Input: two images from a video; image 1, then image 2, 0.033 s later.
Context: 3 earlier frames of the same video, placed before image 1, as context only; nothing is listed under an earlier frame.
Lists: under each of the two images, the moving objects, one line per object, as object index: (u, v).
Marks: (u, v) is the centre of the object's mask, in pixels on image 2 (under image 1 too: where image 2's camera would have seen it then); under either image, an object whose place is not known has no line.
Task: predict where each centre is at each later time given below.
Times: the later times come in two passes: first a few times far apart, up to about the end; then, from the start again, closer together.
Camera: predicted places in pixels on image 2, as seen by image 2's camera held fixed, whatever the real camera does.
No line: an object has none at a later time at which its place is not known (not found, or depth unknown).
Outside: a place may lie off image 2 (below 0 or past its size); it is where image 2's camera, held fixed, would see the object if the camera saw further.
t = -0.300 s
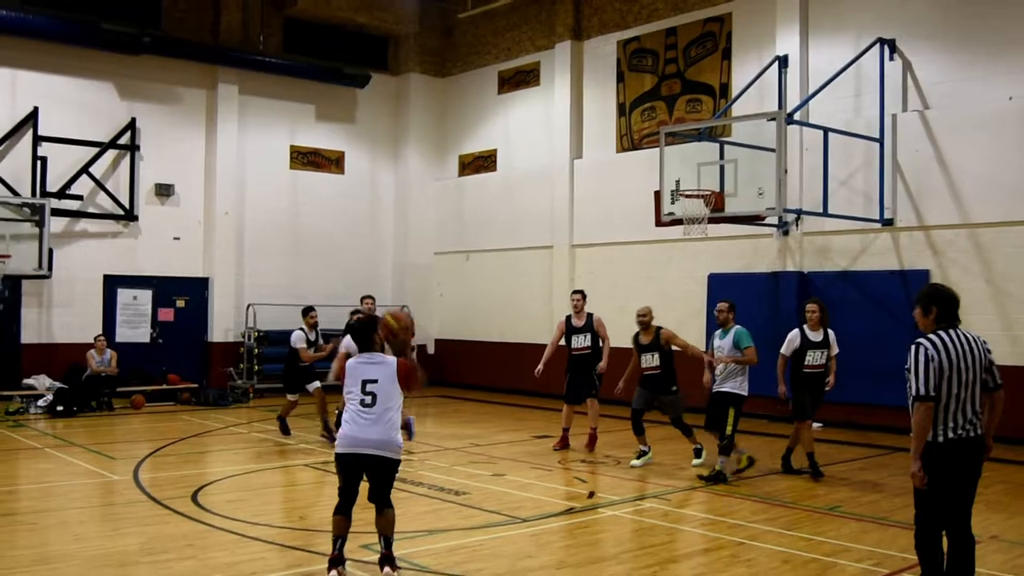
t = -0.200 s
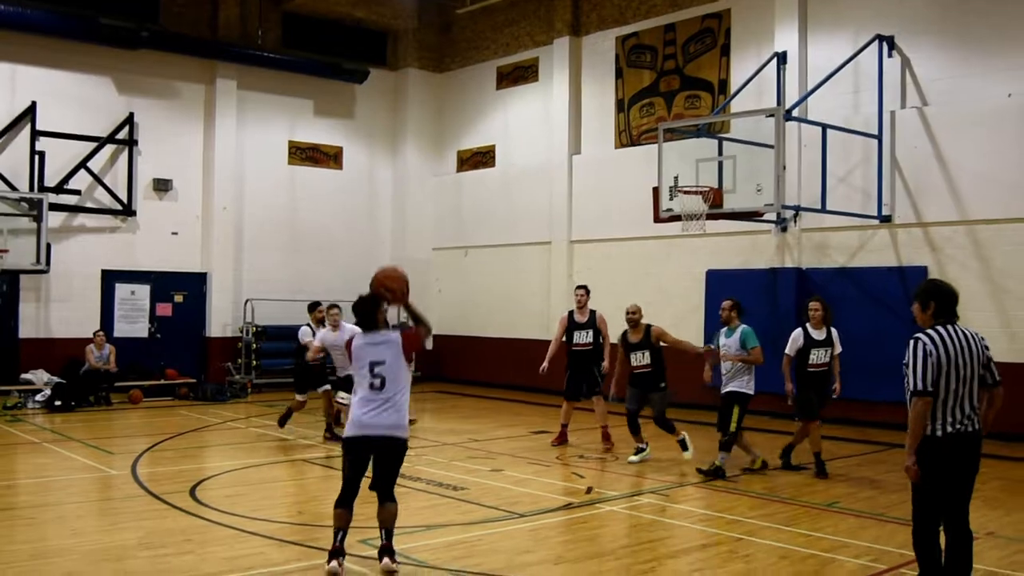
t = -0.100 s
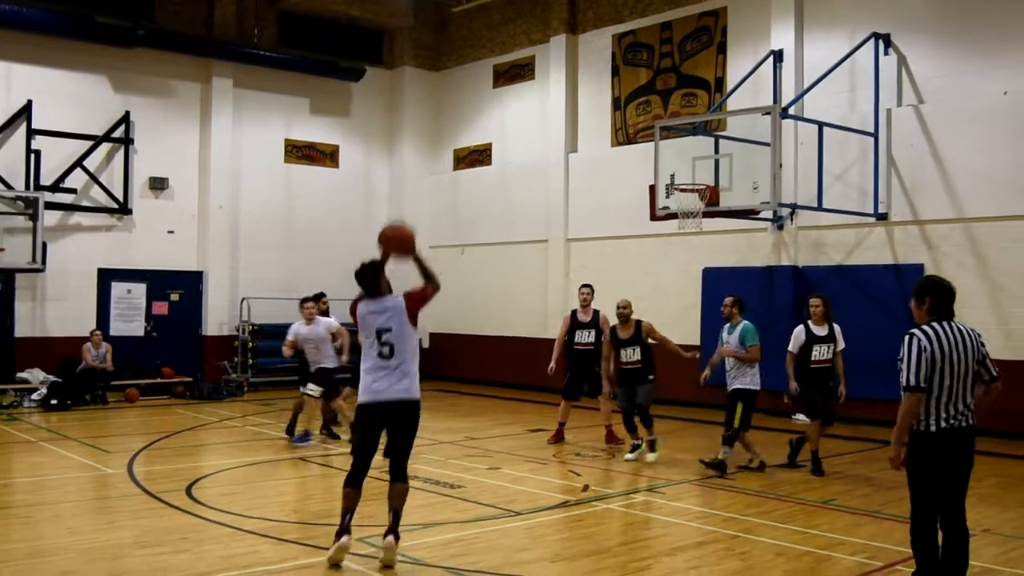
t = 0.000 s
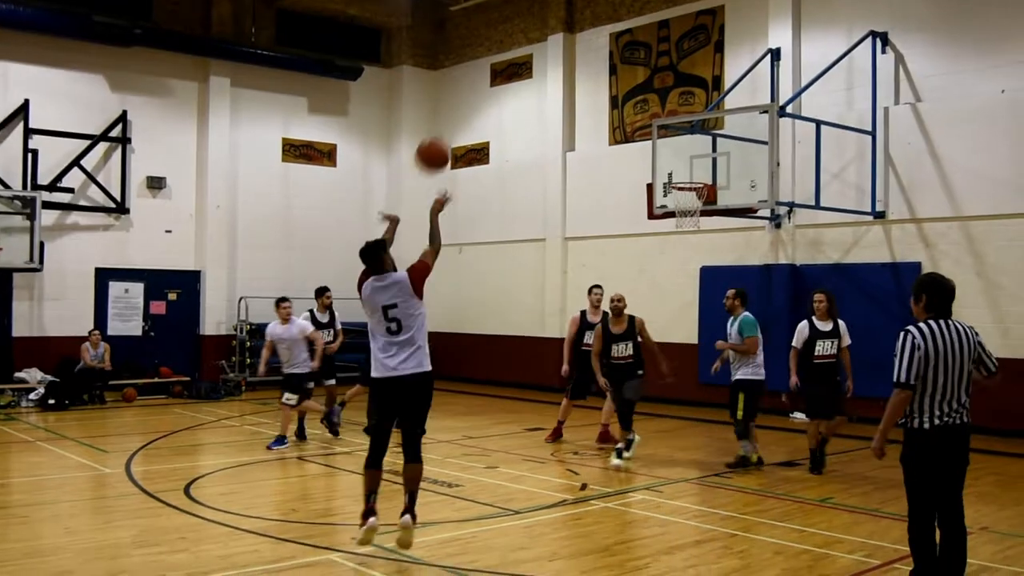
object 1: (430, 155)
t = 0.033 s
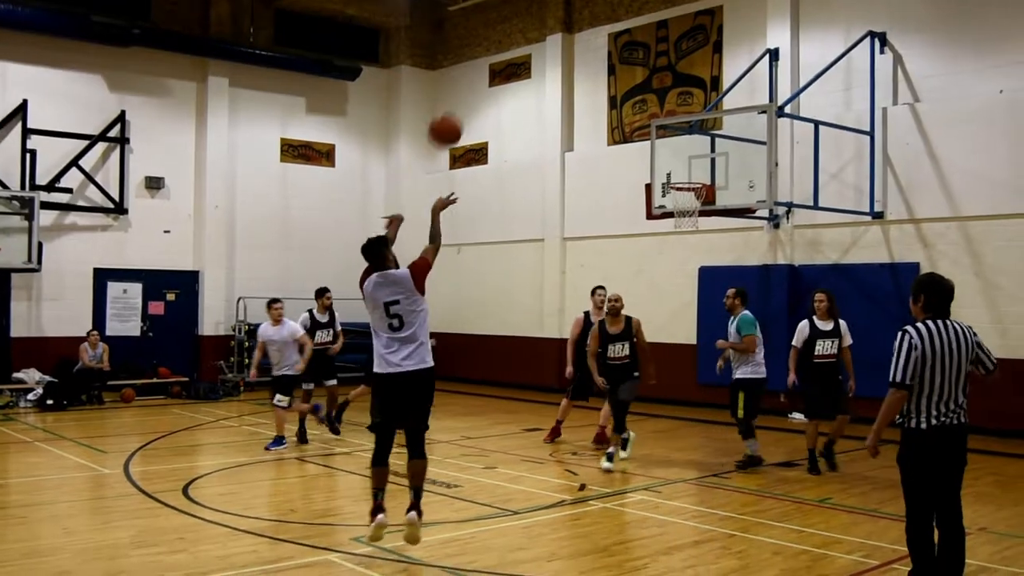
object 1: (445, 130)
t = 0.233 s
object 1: (517, 31)
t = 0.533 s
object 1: (594, 1)
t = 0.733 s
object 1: (635, 32)
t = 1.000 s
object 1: (679, 120)
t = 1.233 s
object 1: (681, 187)
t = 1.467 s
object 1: (711, 174)
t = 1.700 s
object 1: (722, 197)
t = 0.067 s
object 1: (459, 108)
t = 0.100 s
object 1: (472, 88)
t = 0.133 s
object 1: (483, 71)
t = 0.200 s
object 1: (508, 42)
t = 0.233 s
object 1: (517, 31)
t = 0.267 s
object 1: (528, 21)
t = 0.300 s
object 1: (538, 13)
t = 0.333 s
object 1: (547, 8)
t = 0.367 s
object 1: (556, 4)
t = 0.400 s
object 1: (564, 1)
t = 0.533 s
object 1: (594, 1)
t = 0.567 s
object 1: (601, 5)
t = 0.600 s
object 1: (608, 7)
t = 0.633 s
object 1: (616, 13)
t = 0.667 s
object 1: (624, 18)
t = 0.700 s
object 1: (630, 25)
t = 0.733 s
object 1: (635, 32)
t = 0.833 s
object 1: (652, 60)
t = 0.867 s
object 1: (658, 70)
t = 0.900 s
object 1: (663, 82)
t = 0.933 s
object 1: (668, 93)
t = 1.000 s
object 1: (679, 120)
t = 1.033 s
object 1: (684, 133)
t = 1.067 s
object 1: (687, 147)
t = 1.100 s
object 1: (692, 162)
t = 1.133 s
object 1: (696, 177)
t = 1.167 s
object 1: (695, 184)
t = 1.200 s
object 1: (689, 187)
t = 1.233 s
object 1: (681, 187)
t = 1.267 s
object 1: (677, 184)
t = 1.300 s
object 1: (682, 182)
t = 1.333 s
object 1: (688, 178)
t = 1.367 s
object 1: (694, 176)
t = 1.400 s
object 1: (700, 174)
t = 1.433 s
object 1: (705, 174)
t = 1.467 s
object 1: (711, 174)
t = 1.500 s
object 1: (717, 175)
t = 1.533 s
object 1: (722, 177)
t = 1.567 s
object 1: (727, 179)
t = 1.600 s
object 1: (732, 183)
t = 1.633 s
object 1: (729, 187)
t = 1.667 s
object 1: (725, 192)
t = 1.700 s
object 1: (722, 197)
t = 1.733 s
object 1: (718, 204)
